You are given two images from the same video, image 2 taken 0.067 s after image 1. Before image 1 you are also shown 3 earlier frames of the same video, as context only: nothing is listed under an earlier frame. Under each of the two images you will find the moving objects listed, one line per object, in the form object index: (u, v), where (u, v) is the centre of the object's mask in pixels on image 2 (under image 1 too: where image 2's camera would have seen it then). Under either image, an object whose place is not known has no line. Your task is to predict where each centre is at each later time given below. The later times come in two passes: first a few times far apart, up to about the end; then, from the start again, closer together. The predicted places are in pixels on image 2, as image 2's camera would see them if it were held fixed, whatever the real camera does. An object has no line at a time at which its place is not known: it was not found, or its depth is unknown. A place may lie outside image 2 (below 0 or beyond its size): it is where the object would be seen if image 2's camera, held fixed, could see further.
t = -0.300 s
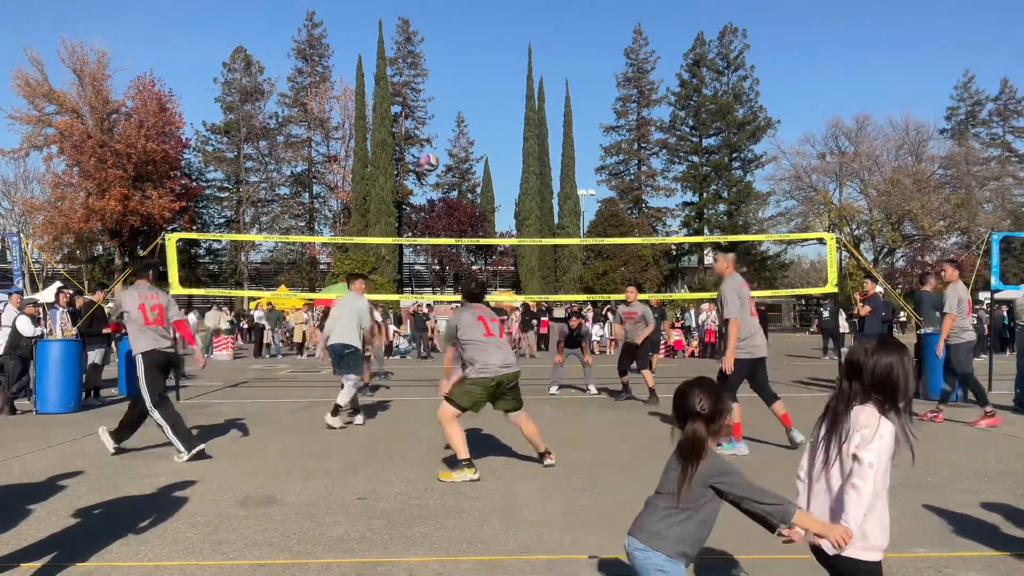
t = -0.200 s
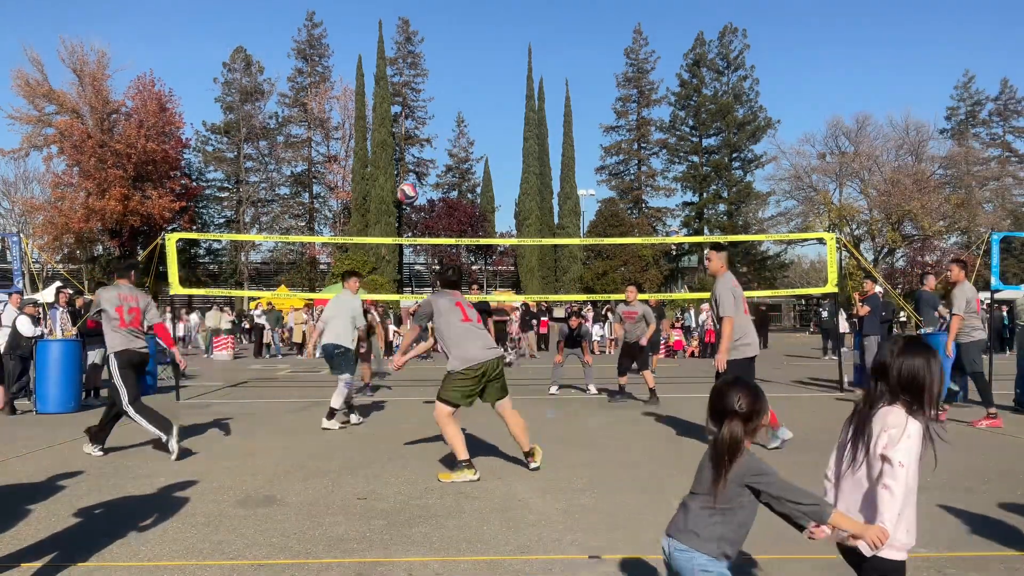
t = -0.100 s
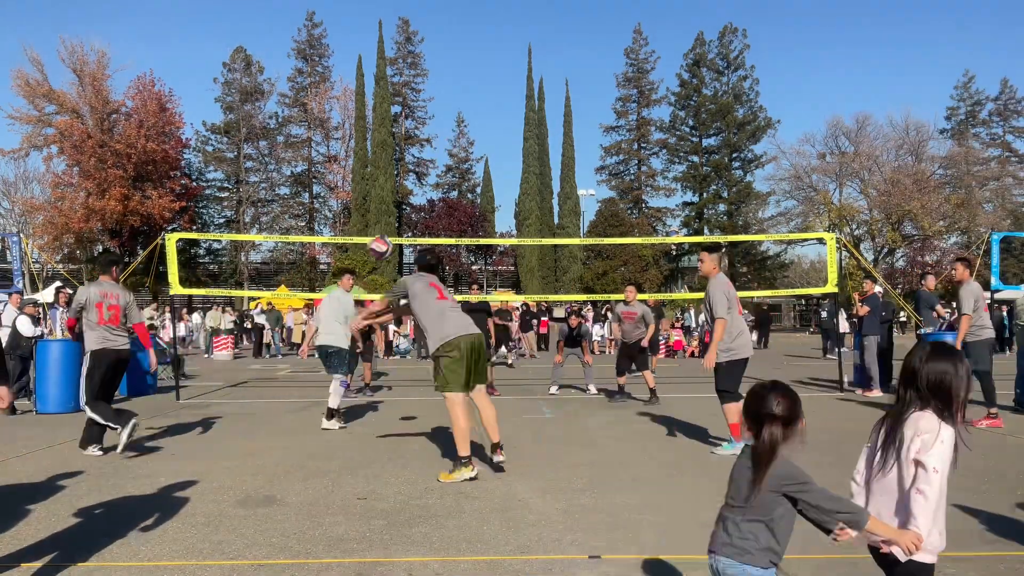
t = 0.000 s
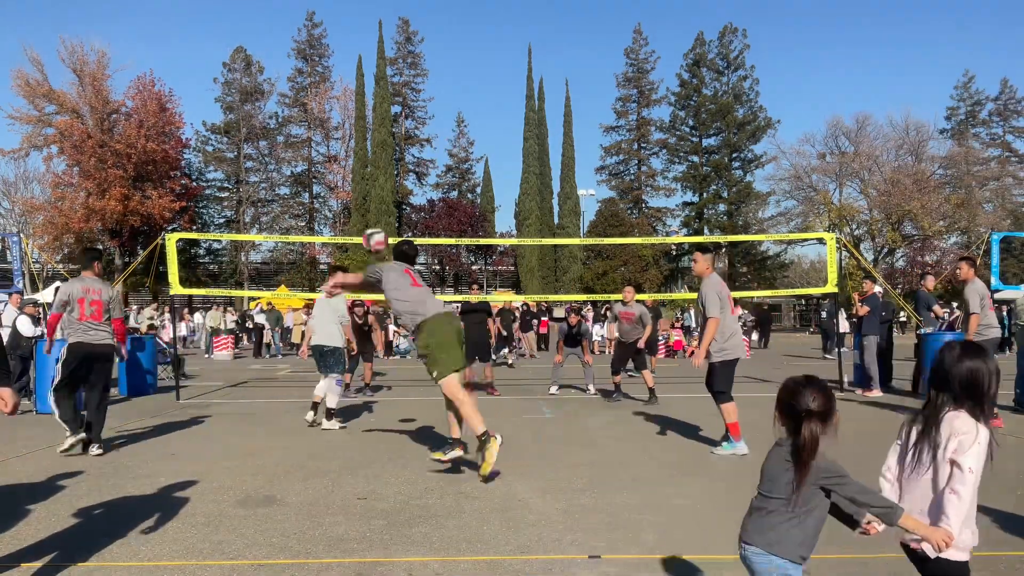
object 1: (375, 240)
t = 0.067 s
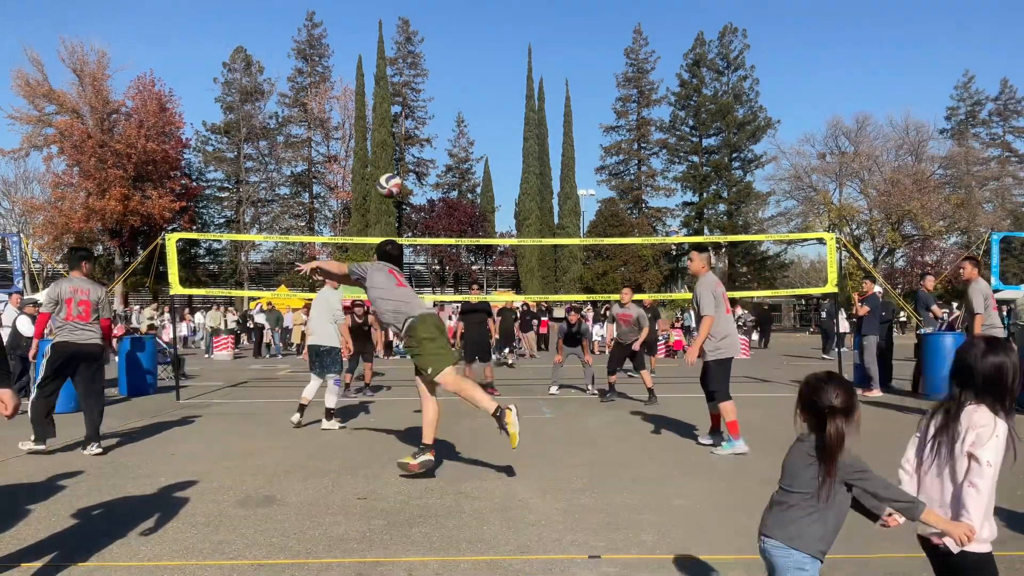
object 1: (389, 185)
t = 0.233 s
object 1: (423, 84)
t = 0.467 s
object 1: (462, 15)
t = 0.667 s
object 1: (490, 7)
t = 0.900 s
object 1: (519, 41)
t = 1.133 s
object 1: (543, 112)
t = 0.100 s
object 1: (398, 161)
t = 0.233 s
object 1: (423, 84)
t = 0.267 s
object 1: (429, 70)
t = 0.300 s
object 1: (435, 57)
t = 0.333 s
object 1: (440, 46)
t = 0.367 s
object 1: (446, 36)
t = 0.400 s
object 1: (452, 28)
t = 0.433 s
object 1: (457, 21)
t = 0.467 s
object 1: (462, 15)
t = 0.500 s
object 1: (467, 11)
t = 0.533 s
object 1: (472, 8)
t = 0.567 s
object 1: (477, 7)
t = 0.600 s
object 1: (482, 7)
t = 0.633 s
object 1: (486, 7)
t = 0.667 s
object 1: (490, 7)
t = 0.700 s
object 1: (494, 9)
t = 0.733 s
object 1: (499, 11)
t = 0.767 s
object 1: (503, 16)
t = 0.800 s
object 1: (507, 21)
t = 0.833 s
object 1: (511, 27)
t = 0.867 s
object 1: (515, 33)
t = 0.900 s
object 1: (519, 41)
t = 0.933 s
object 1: (522, 49)
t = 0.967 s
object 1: (526, 58)
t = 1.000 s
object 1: (529, 67)
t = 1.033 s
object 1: (533, 77)
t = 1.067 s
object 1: (537, 88)
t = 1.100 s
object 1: (540, 100)
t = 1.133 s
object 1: (543, 112)
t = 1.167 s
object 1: (546, 125)
